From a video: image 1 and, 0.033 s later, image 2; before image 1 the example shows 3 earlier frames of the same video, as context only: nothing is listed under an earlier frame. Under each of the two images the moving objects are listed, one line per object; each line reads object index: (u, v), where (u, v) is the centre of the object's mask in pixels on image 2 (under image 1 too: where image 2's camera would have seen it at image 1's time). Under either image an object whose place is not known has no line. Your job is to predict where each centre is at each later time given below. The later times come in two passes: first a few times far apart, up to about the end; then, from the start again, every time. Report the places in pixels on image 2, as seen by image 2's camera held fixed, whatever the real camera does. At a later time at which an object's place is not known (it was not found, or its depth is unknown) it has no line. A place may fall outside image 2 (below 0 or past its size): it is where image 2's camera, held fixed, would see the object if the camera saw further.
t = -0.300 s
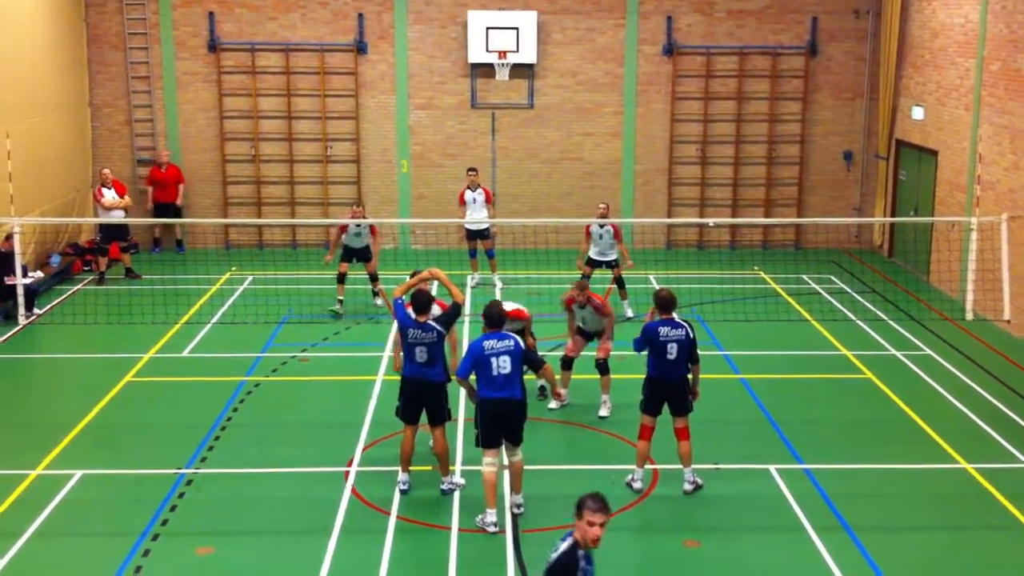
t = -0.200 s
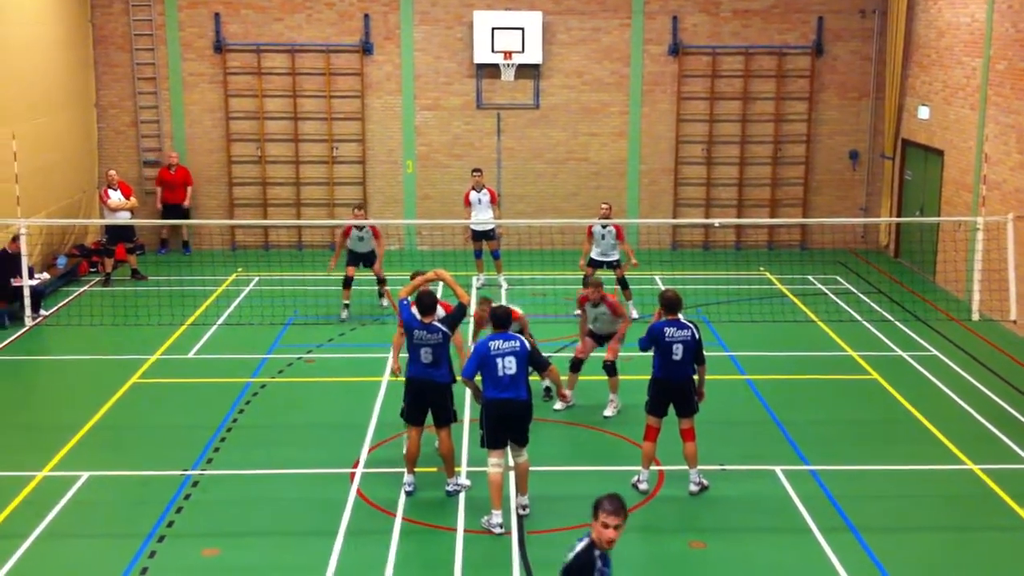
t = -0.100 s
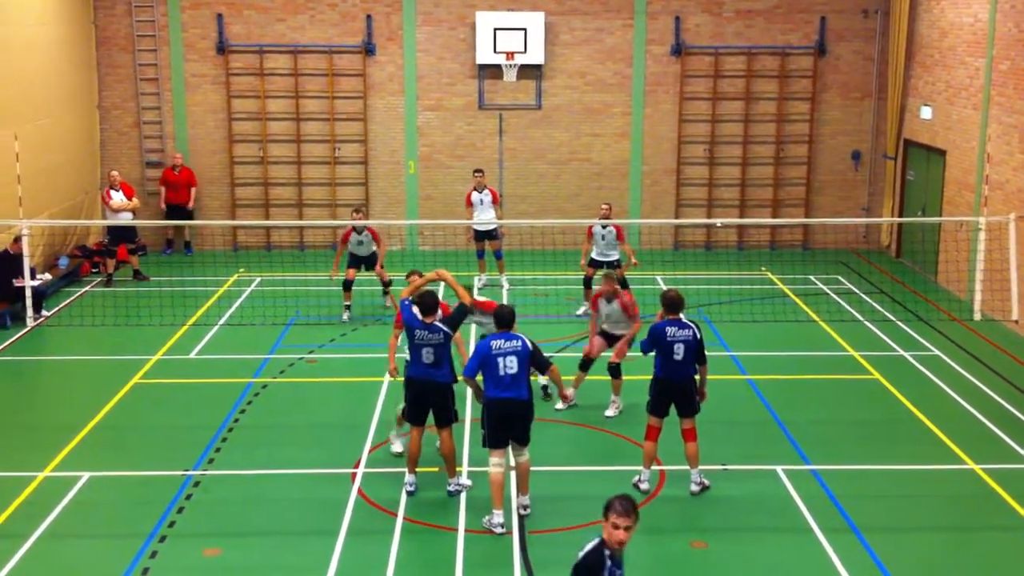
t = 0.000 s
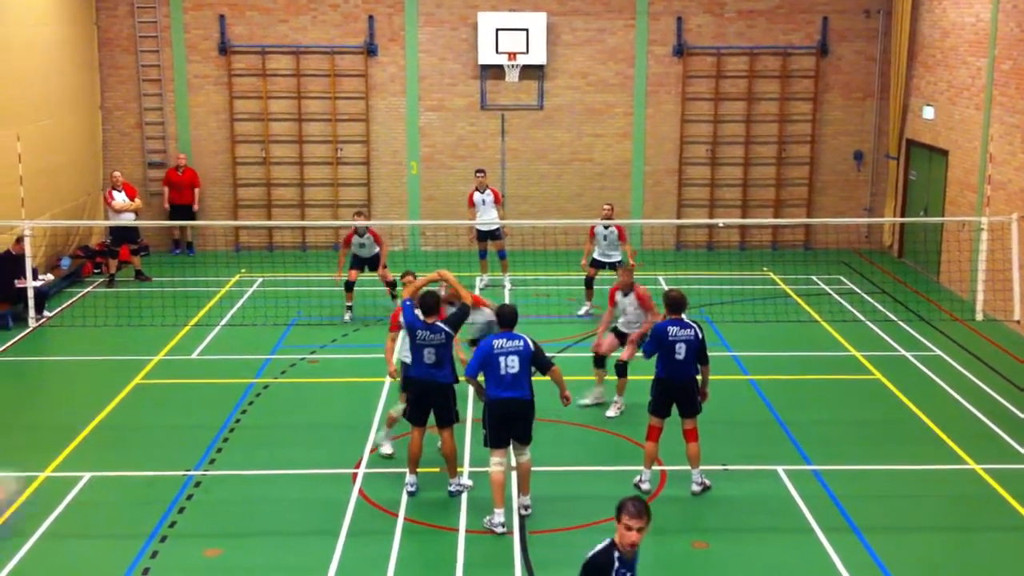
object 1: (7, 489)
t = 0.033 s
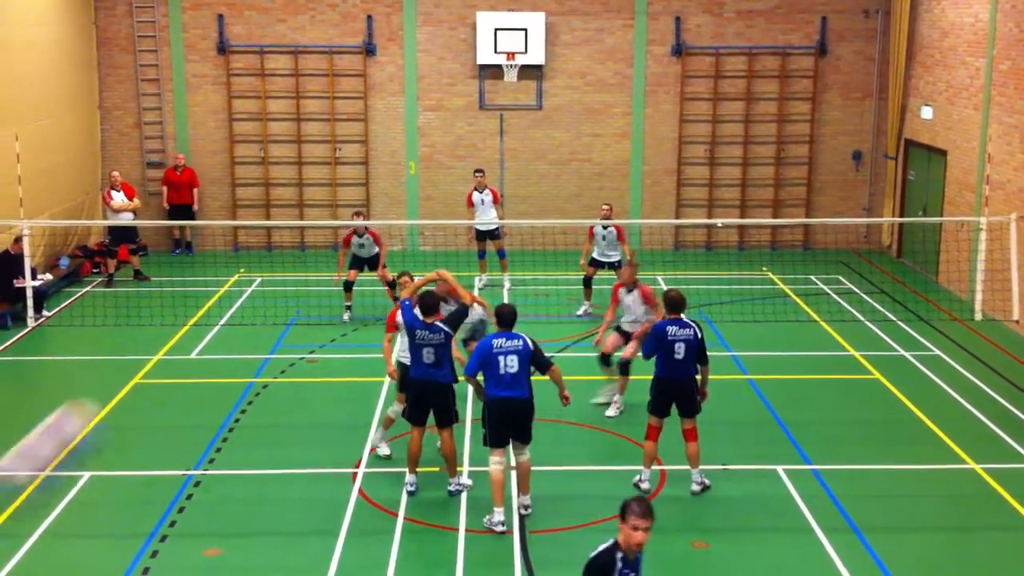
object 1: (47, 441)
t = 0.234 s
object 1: (351, 223)
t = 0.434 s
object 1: (488, 187)
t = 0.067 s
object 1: (112, 385)
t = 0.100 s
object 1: (181, 333)
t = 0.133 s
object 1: (233, 295)
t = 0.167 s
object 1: (281, 262)
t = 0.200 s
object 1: (318, 239)
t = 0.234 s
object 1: (351, 223)
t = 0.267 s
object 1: (383, 207)
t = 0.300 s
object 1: (410, 198)
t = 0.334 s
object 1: (432, 192)
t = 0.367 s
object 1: (453, 188)
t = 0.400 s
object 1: (471, 186)
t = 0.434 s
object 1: (488, 187)
